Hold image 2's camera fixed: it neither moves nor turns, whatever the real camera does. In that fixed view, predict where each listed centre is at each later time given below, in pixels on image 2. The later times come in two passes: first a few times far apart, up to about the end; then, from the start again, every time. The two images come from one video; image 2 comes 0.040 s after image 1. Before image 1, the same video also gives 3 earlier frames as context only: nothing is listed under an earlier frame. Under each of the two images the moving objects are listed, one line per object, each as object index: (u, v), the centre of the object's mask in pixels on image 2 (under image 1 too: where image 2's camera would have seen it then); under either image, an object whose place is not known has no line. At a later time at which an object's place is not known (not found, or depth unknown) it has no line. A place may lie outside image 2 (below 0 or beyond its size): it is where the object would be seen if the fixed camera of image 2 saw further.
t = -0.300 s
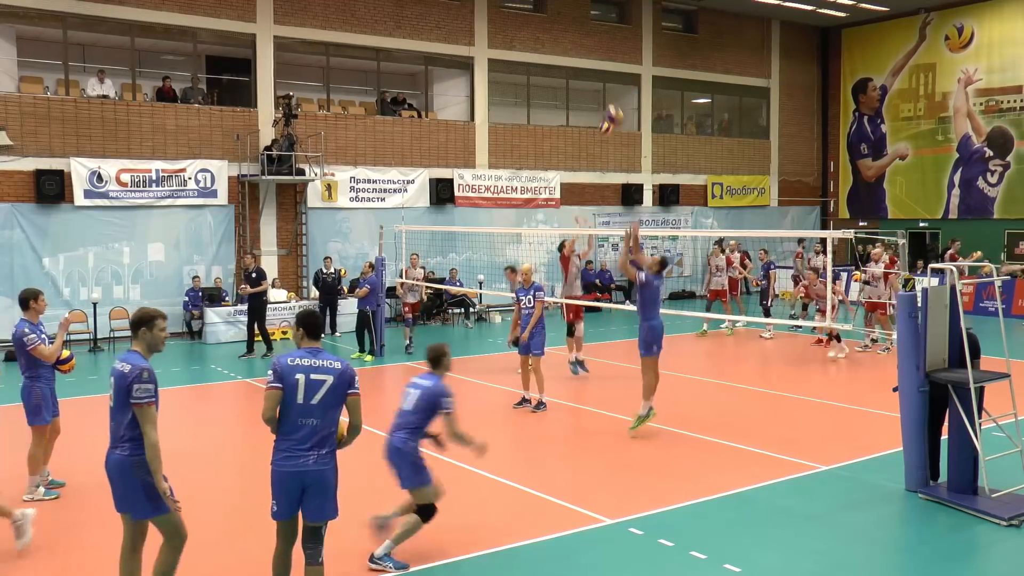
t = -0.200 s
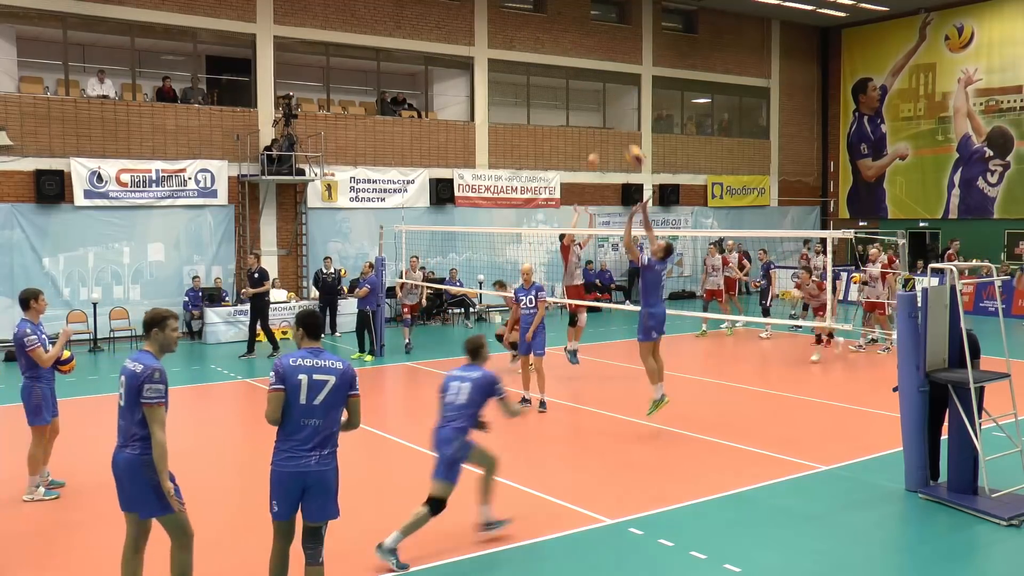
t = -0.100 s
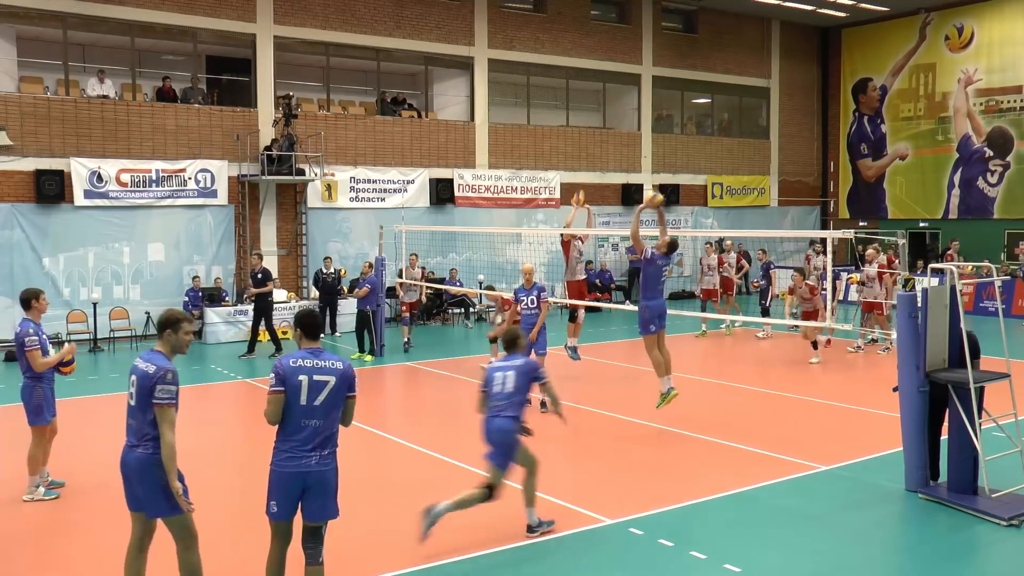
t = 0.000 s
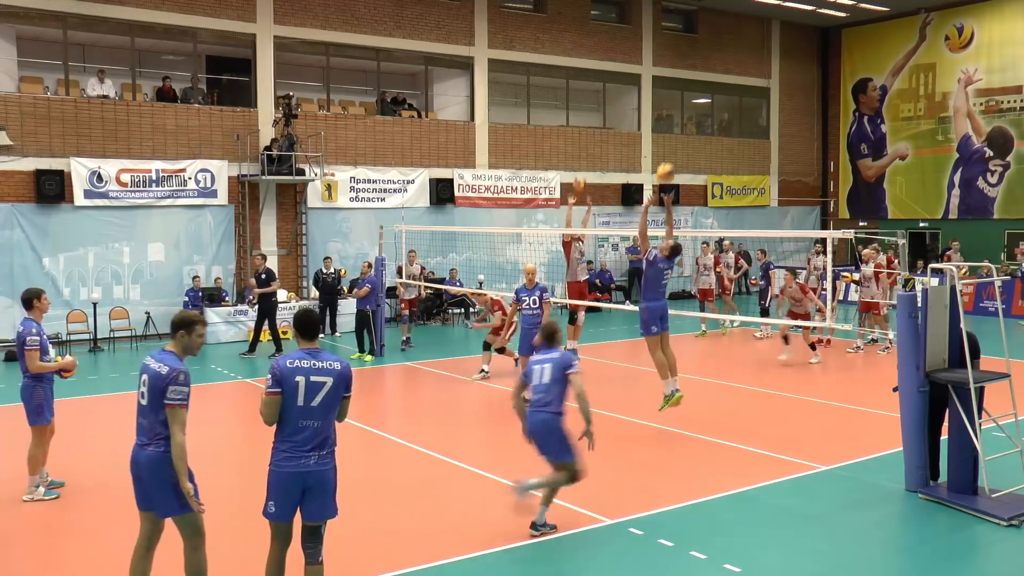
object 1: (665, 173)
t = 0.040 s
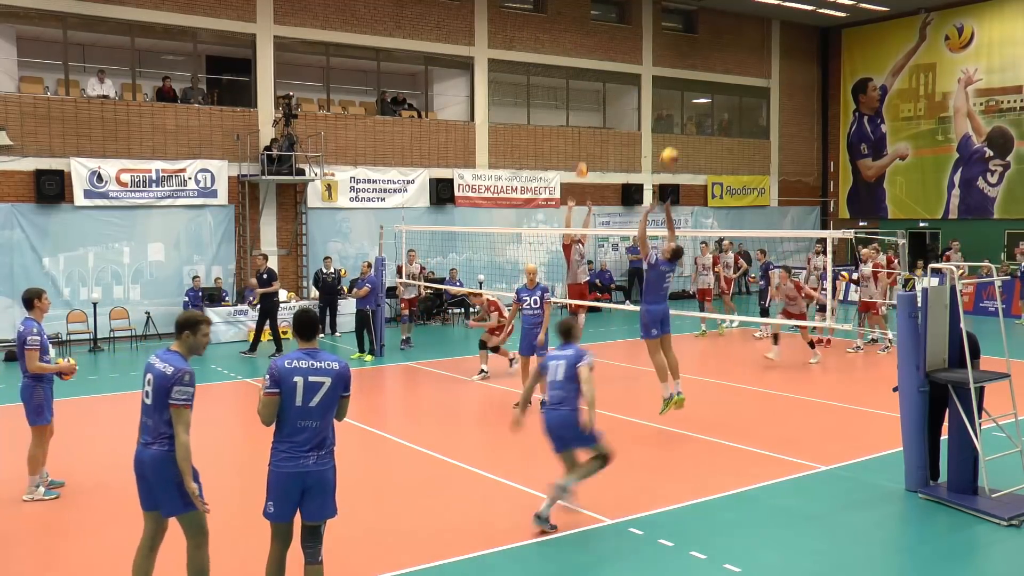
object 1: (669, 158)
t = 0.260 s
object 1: (692, 97)
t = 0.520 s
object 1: (718, 77)
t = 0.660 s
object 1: (734, 92)
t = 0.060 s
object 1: (672, 151)
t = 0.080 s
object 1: (674, 143)
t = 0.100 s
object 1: (675, 137)
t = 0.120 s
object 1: (678, 131)
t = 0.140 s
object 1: (680, 126)
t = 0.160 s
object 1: (681, 120)
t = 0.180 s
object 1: (684, 115)
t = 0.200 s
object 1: (686, 110)
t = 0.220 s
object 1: (688, 106)
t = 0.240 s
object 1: (690, 101)
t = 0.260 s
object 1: (692, 97)
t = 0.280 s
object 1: (693, 93)
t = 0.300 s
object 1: (696, 90)
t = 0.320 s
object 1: (698, 88)
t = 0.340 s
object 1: (700, 85)
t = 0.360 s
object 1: (702, 83)
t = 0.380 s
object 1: (704, 82)
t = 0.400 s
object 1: (706, 80)
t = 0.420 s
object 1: (707, 78)
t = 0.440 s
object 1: (710, 78)
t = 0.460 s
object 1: (712, 77)
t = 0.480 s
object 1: (714, 77)
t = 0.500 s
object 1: (716, 77)
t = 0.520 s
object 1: (718, 77)
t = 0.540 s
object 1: (721, 78)
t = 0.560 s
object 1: (722, 79)
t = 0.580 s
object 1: (724, 81)
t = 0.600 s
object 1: (727, 83)
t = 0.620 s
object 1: (729, 85)
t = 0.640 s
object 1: (731, 89)
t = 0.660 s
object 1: (734, 92)
